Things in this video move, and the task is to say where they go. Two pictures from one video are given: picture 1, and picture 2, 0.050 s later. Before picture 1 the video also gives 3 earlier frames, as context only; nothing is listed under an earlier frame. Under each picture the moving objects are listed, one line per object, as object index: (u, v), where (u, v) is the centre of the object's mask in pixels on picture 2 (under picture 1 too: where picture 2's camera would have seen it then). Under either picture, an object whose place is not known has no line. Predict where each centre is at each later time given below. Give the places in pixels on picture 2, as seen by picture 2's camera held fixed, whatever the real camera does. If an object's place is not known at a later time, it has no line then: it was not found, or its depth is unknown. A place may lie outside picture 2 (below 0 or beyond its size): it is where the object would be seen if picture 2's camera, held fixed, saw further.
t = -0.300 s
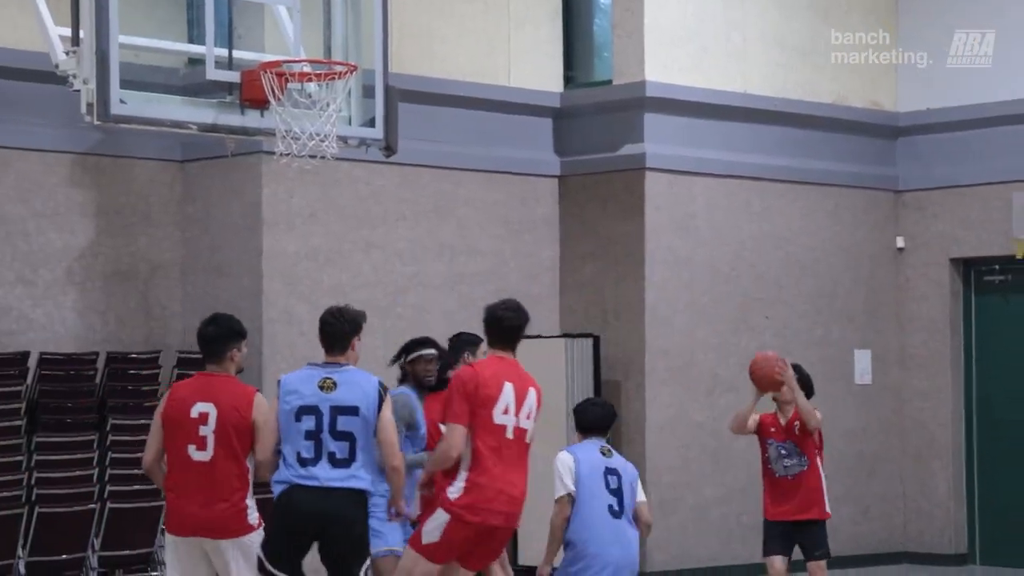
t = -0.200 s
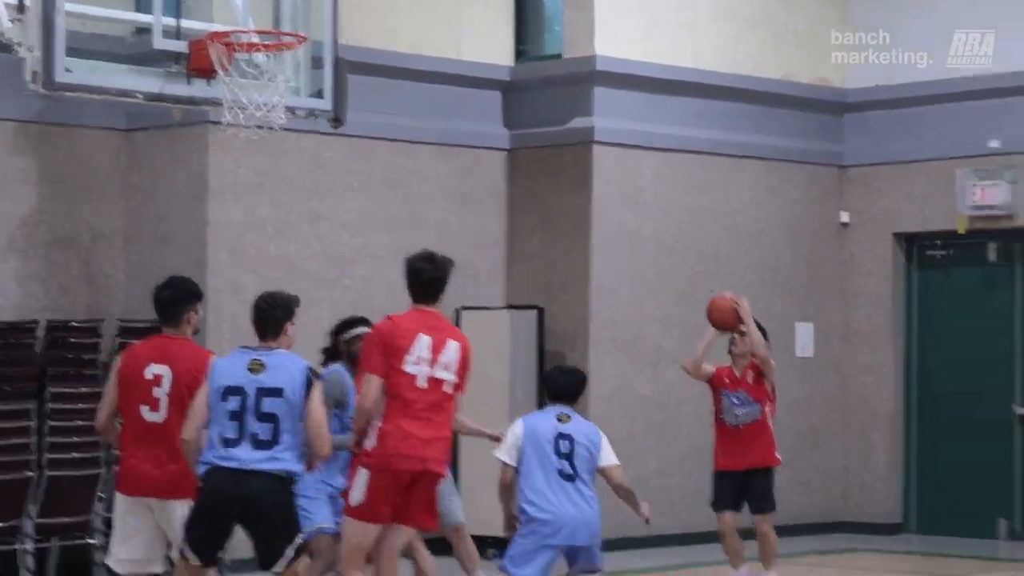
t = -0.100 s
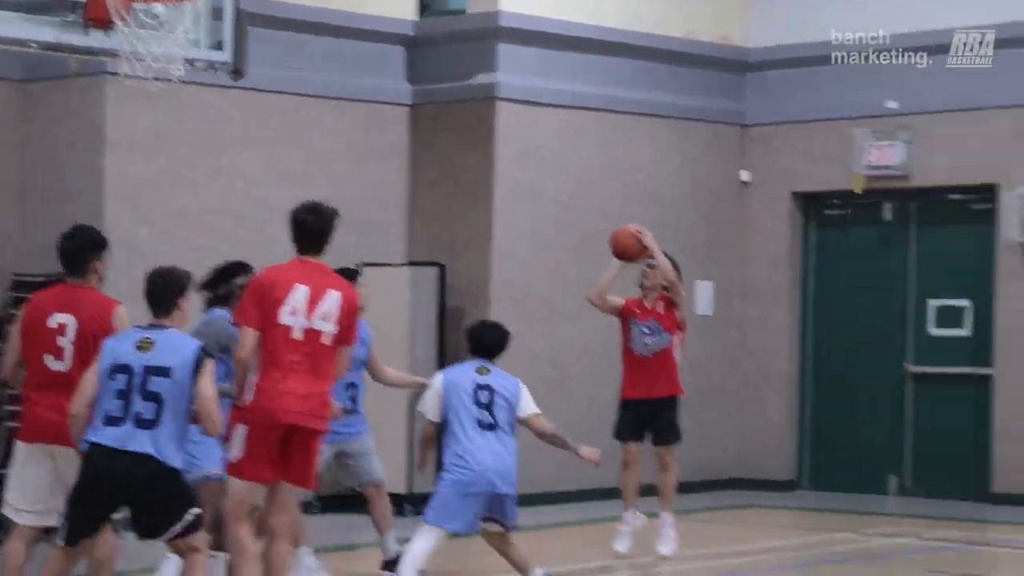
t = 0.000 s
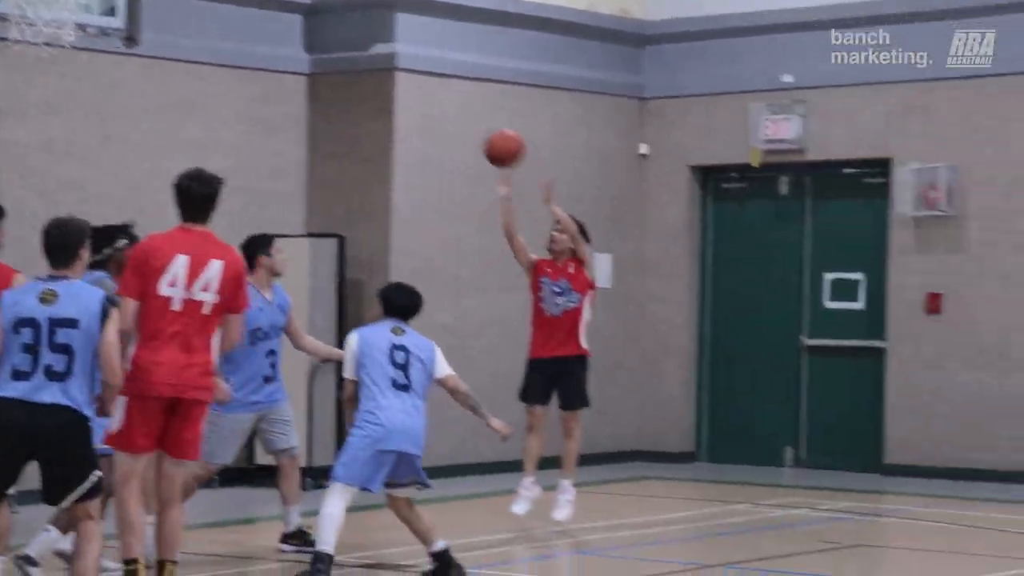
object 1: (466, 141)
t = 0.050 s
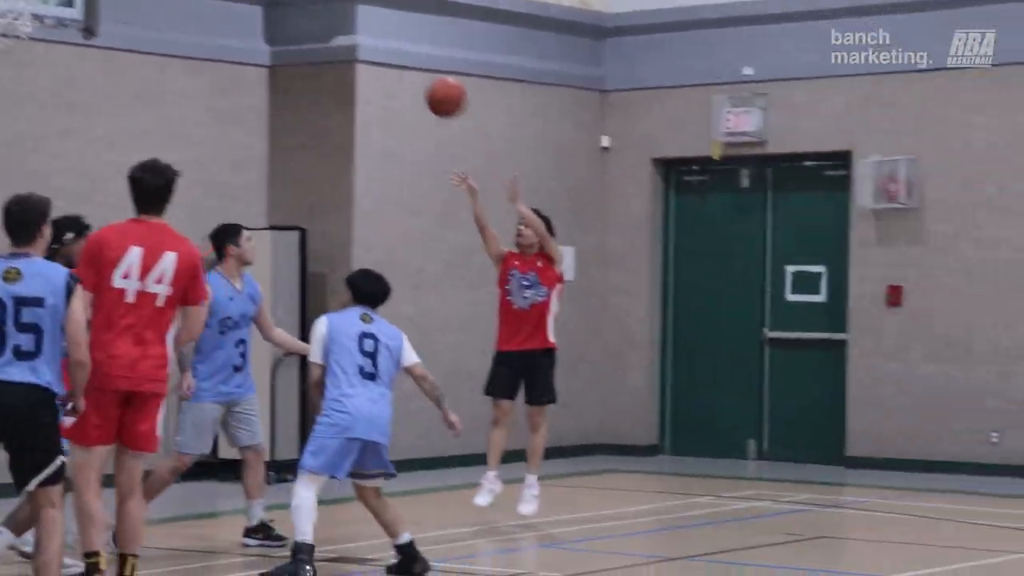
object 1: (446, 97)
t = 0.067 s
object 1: (438, 83)
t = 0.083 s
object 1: (431, 70)
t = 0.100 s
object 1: (424, 57)
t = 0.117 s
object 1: (417, 44)
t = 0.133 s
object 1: (409, 31)
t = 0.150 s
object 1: (402, 20)
